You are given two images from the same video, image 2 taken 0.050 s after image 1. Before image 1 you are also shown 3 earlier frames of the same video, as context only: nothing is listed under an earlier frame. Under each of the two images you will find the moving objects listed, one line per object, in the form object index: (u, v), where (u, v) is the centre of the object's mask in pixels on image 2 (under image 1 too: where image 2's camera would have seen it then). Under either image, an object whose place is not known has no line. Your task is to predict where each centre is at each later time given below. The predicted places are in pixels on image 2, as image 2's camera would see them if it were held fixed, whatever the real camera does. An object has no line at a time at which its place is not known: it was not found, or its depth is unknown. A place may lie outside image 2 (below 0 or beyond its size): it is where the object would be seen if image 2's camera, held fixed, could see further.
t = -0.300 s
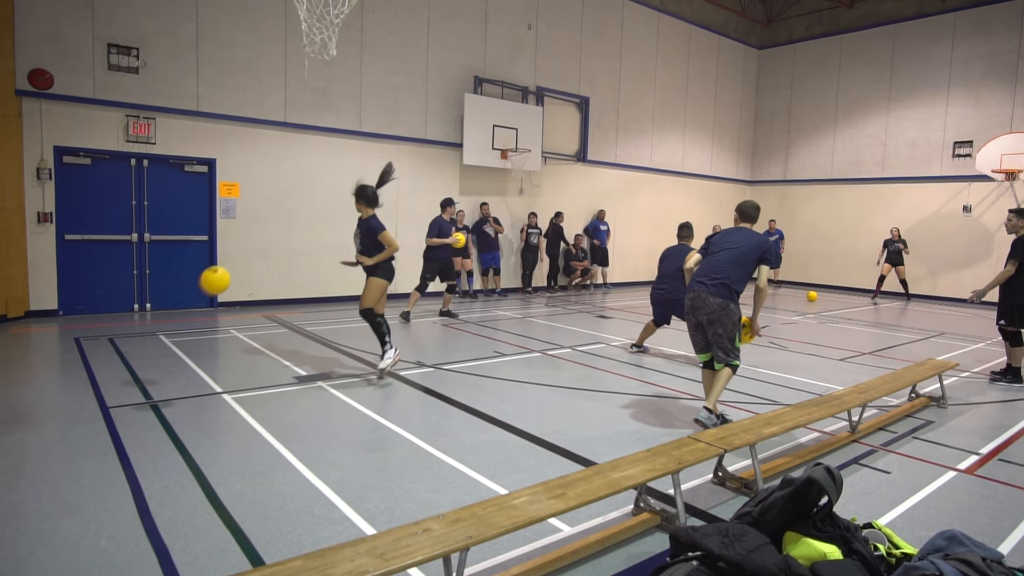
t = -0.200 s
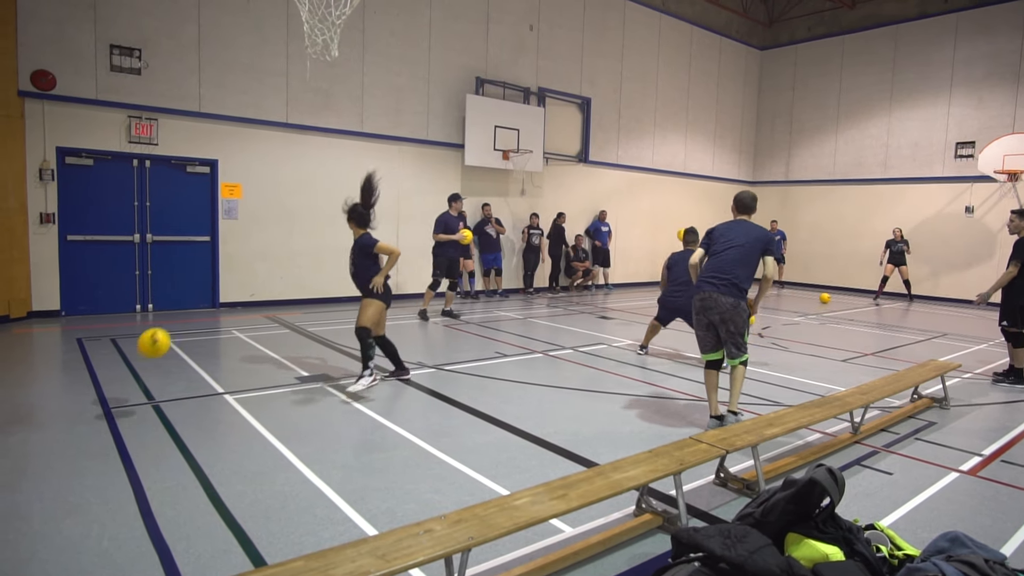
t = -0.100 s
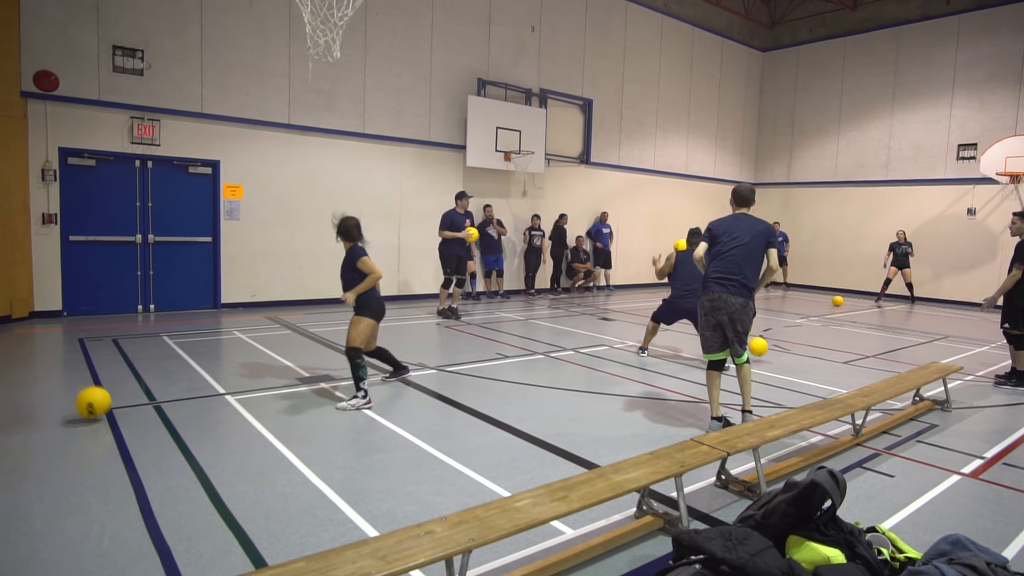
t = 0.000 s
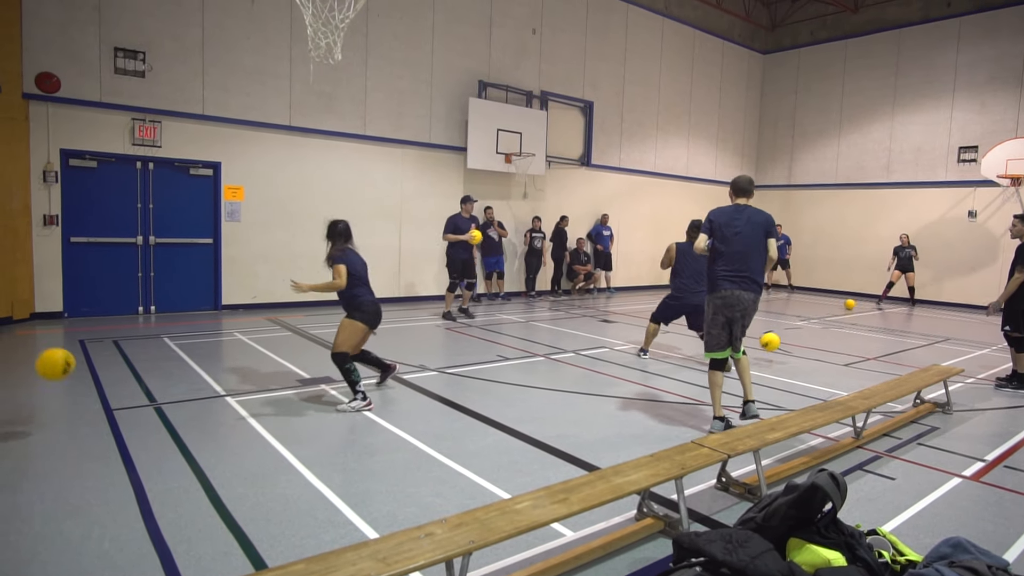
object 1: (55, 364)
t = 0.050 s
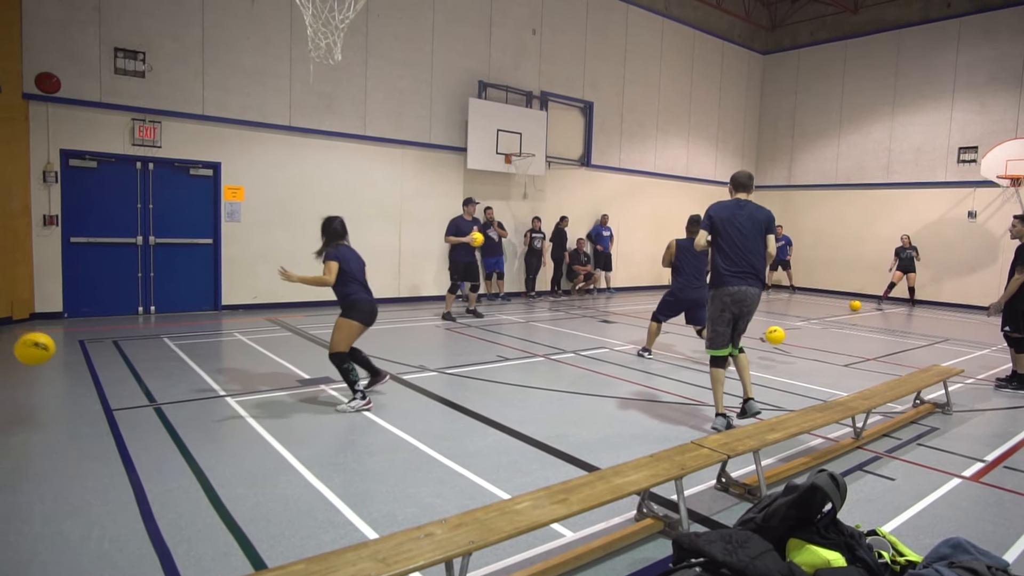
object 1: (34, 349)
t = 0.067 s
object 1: (28, 344)
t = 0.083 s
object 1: (20, 340)
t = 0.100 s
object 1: (16, 336)
